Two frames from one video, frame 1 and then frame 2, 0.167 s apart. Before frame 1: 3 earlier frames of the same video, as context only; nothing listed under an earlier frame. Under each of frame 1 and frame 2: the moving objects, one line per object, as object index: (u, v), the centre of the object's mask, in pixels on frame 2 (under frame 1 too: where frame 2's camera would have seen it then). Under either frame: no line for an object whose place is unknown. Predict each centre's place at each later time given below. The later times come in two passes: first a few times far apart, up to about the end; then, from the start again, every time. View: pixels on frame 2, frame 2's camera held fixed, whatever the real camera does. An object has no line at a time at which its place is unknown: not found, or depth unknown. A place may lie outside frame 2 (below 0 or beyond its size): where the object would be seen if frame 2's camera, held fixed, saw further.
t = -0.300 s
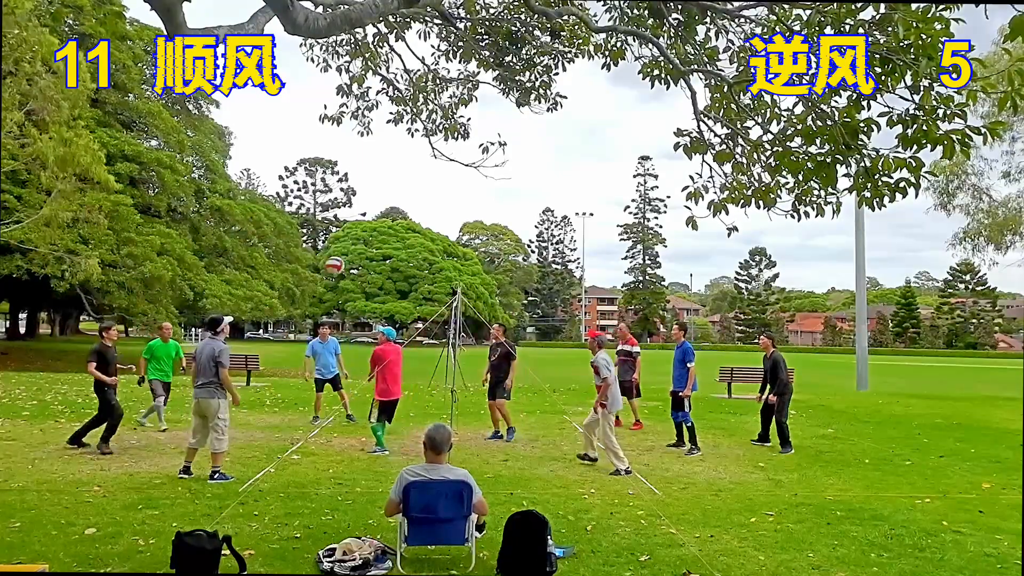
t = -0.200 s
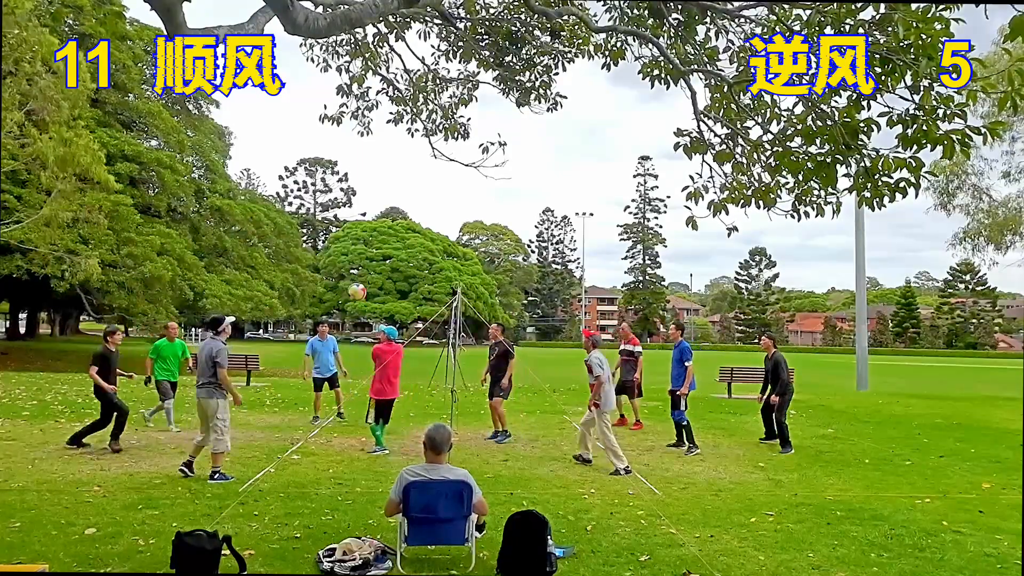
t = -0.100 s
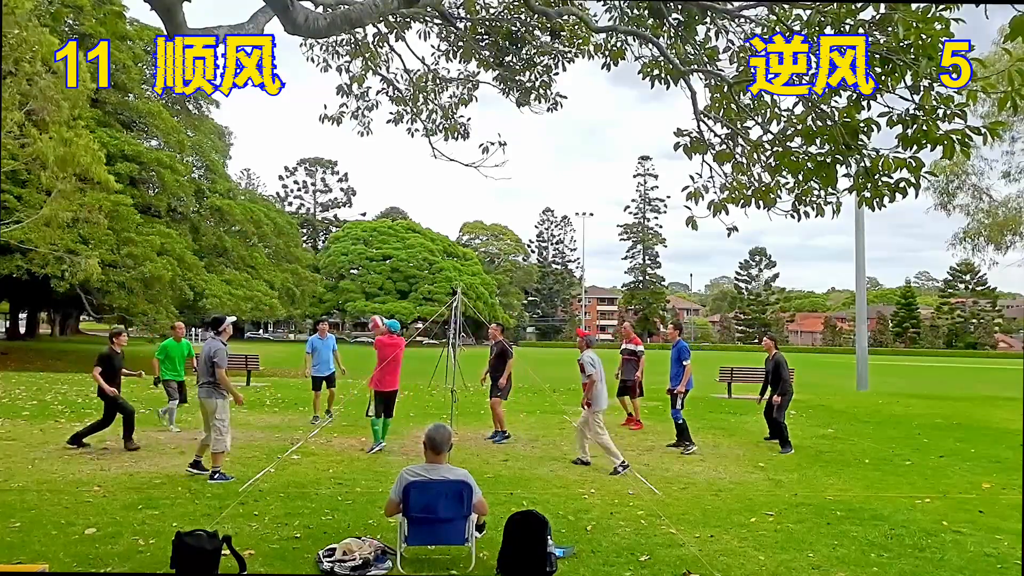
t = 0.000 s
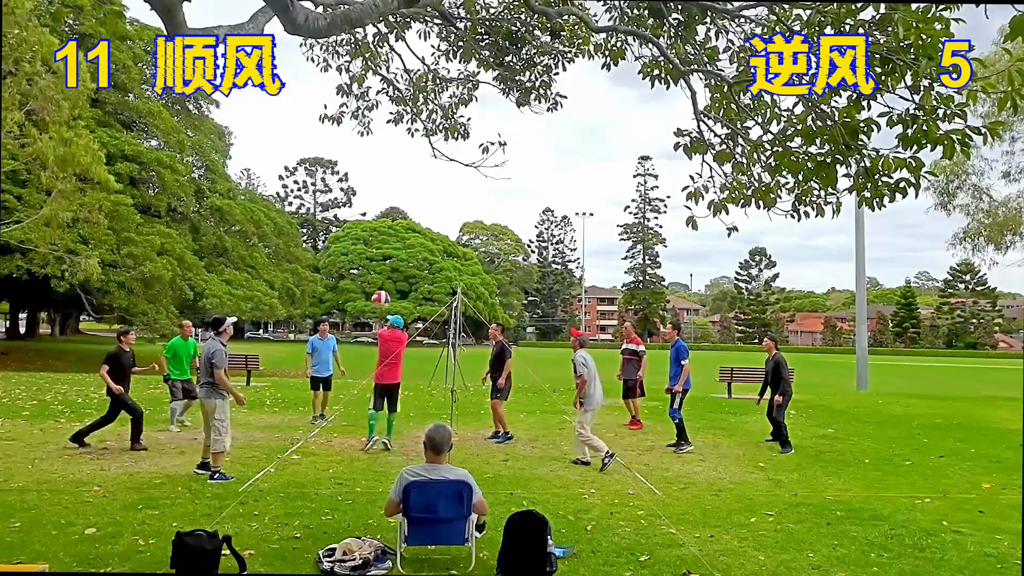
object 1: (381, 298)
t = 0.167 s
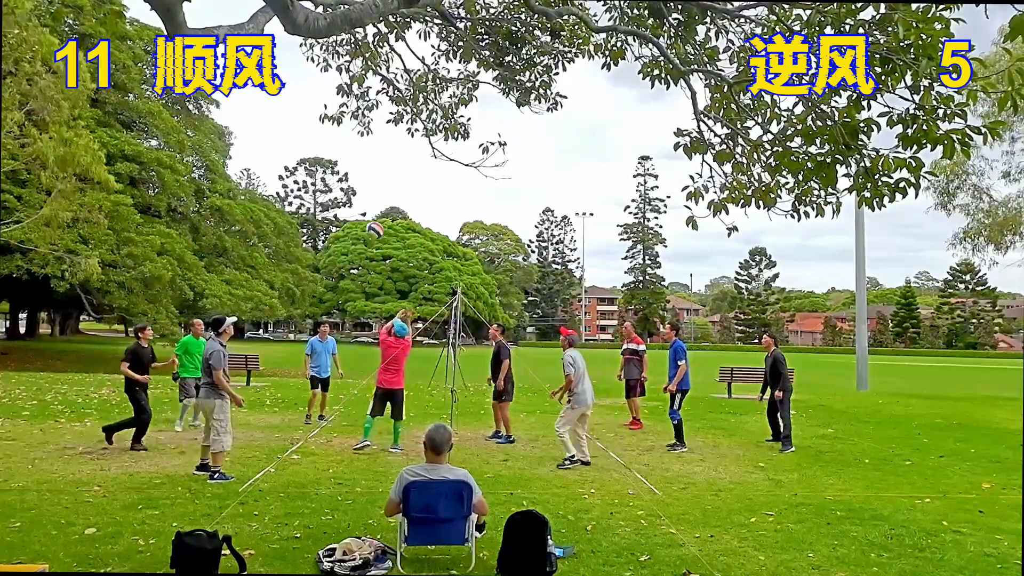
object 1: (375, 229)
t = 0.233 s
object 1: (371, 209)
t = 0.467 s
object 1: (362, 159)
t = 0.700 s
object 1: (353, 146)
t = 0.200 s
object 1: (374, 219)
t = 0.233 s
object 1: (371, 209)
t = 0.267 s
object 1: (370, 199)
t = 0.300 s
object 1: (368, 191)
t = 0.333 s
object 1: (367, 183)
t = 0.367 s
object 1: (366, 175)
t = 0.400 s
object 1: (364, 169)
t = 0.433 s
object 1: (363, 164)
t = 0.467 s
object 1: (362, 159)
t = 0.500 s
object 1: (361, 155)
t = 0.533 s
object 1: (359, 151)
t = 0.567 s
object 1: (358, 149)
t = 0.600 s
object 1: (357, 147)
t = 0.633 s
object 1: (356, 146)
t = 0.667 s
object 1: (354, 146)
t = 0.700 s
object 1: (353, 146)
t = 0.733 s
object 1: (352, 147)
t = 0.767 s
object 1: (350, 149)
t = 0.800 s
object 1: (349, 151)
